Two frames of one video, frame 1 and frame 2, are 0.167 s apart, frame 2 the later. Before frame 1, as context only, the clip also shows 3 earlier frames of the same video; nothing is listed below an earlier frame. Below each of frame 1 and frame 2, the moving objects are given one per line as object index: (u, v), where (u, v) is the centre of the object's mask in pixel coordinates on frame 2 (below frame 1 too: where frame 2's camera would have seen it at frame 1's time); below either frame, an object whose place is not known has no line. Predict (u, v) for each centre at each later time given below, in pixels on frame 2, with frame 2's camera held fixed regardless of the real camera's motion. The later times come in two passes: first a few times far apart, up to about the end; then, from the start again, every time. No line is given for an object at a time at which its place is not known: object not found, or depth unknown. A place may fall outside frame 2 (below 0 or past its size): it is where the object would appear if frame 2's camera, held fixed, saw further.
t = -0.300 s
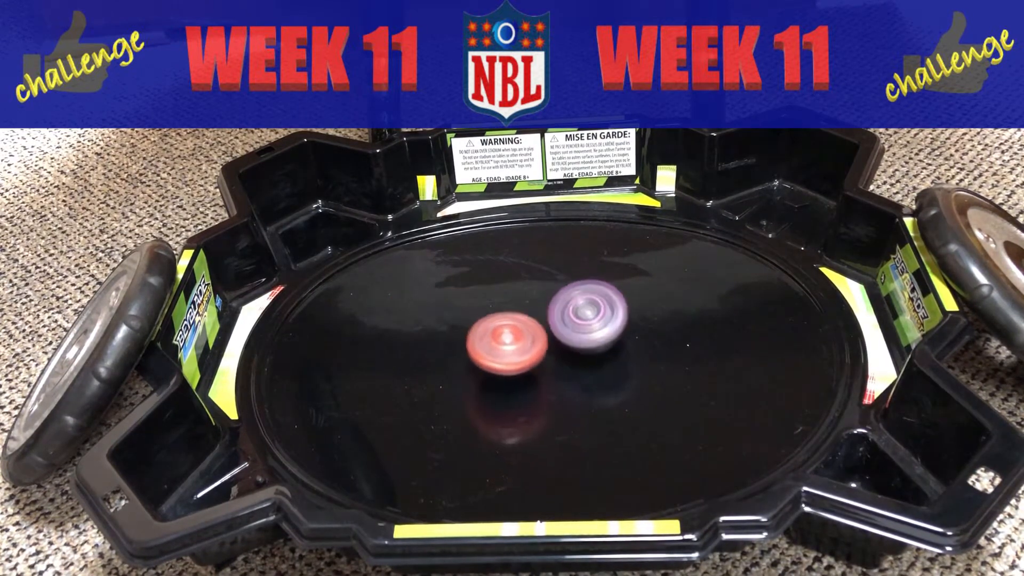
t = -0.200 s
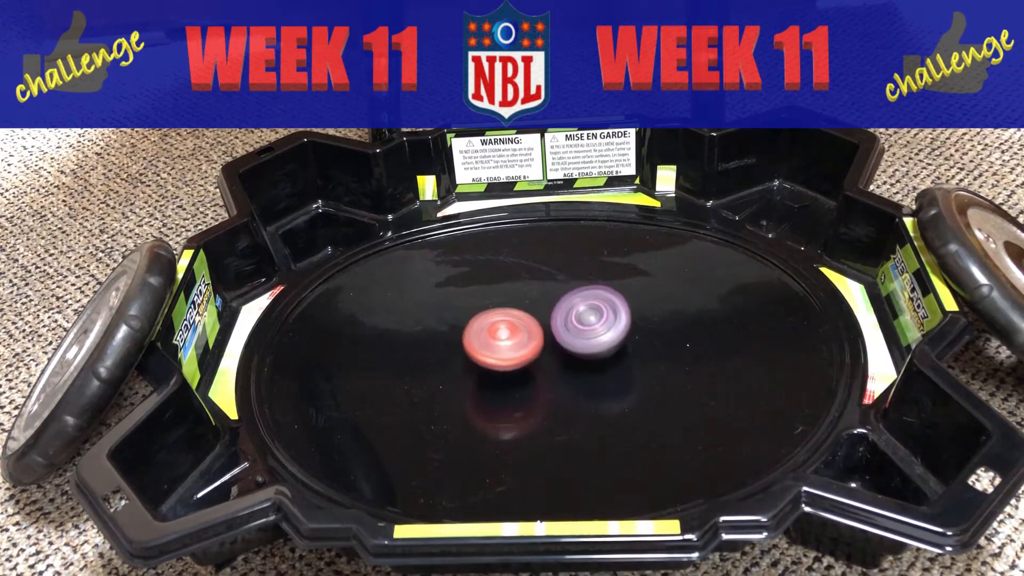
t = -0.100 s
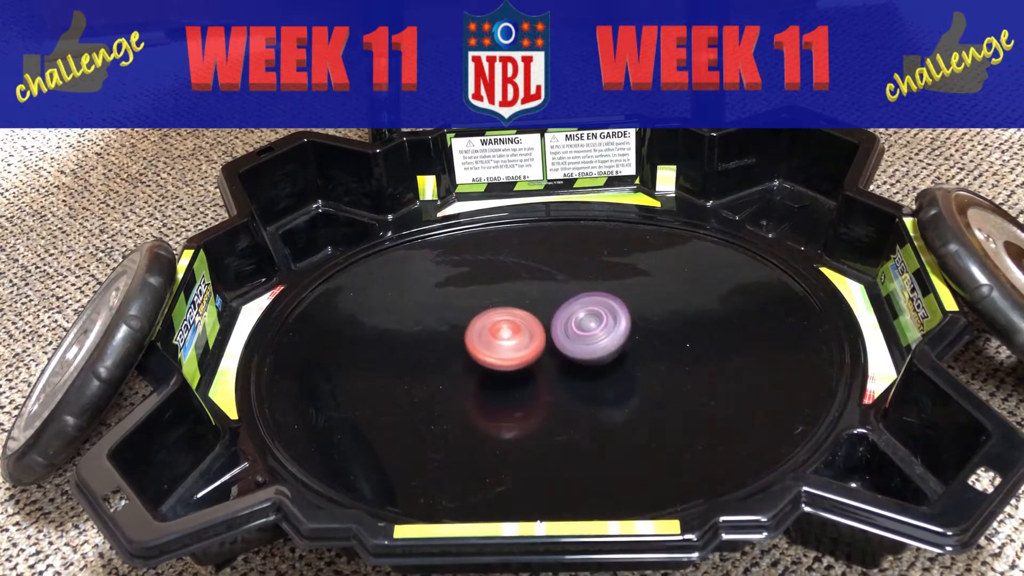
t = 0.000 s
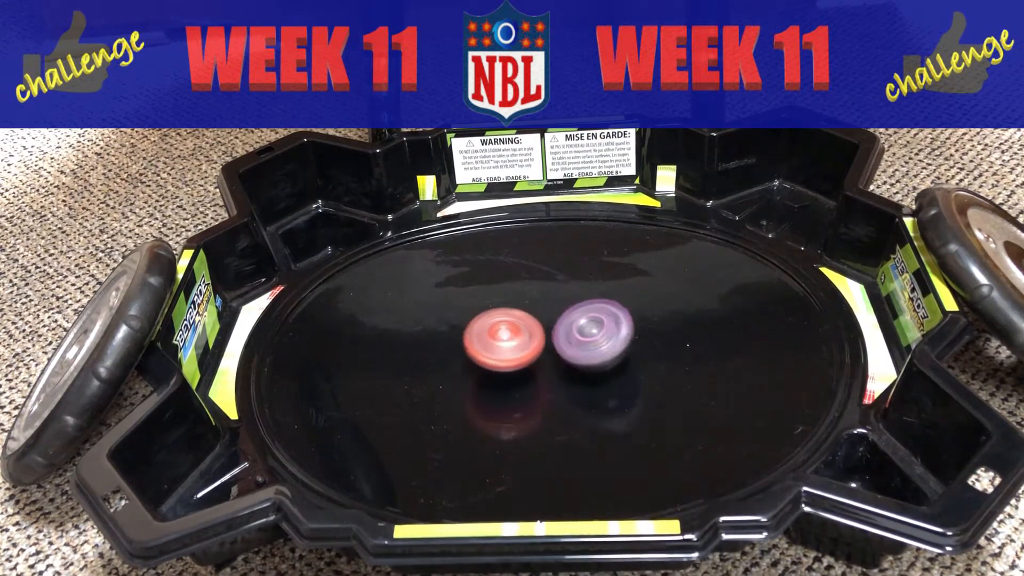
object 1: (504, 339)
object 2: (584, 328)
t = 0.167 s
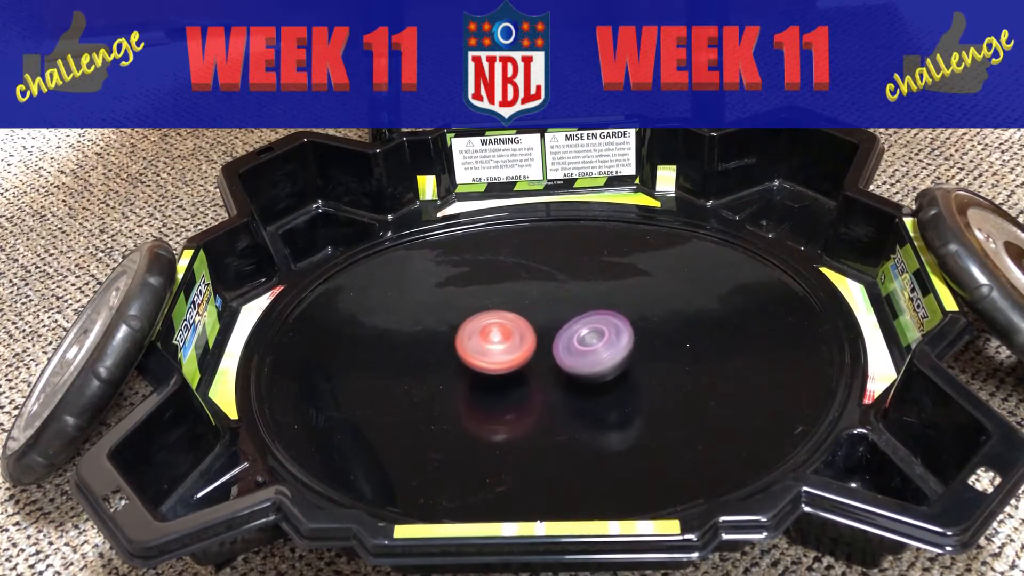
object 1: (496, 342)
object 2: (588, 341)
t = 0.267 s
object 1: (498, 343)
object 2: (582, 345)
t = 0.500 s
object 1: (492, 341)
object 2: (576, 351)
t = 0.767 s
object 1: (475, 335)
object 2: (579, 354)
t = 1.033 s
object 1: (481, 333)
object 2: (564, 346)
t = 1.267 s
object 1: (488, 332)
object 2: (573, 345)
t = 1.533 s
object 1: (477, 329)
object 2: (609, 345)
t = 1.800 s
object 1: (493, 339)
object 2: (623, 344)
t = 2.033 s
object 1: (521, 343)
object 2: (618, 348)
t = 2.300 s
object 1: (525, 325)
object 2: (615, 357)
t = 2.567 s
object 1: (513, 335)
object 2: (598, 351)
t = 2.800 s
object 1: (487, 339)
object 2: (603, 341)
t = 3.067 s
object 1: (483, 350)
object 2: (607, 327)
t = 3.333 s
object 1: (504, 350)
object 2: (611, 320)
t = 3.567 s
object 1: (519, 336)
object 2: (605, 320)
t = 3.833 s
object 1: (514, 330)
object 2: (604, 328)
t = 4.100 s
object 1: (495, 335)
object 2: (596, 331)
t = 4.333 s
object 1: (479, 344)
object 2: (579, 329)
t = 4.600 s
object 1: (487, 344)
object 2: (570, 325)
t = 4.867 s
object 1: (479, 345)
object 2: (584, 326)
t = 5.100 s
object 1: (499, 343)
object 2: (576, 331)
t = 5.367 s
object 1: (443, 336)
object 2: (629, 341)
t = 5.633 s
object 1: (468, 343)
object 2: (602, 333)
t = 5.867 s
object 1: (508, 346)
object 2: (580, 326)
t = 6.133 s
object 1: (510, 347)
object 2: (583, 324)
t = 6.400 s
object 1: (492, 352)
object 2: (588, 331)
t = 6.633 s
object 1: (502, 355)
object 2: (579, 333)
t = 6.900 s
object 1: (489, 349)
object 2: (581, 330)
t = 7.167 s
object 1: (497, 342)
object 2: (583, 327)
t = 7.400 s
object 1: (501, 341)
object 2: (585, 330)
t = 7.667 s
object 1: (489, 346)
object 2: (583, 336)
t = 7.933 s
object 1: (490, 346)
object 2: (600, 338)
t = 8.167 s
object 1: (498, 345)
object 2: (597, 334)
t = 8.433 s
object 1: (510, 342)
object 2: (594, 333)
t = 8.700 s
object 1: (503, 339)
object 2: (600, 332)
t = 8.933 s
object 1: (484, 344)
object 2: (600, 333)
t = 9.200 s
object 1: (496, 343)
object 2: (590, 328)
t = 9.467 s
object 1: (511, 342)
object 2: (585, 325)
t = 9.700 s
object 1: (497, 342)
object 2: (590, 329)
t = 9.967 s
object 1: (502, 347)
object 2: (587, 329)
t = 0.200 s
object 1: (496, 343)
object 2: (586, 342)
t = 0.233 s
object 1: (497, 343)
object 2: (584, 344)
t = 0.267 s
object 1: (498, 343)
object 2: (582, 345)
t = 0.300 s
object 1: (500, 344)
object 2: (580, 346)
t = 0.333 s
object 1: (501, 343)
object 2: (579, 347)
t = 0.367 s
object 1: (497, 342)
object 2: (582, 347)
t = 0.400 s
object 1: (494, 341)
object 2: (582, 349)
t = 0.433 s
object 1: (492, 340)
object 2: (581, 350)
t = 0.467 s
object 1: (492, 340)
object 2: (579, 351)
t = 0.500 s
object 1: (492, 341)
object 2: (576, 351)
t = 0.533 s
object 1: (494, 342)
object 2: (574, 352)
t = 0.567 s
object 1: (495, 342)
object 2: (573, 352)
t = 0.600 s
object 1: (488, 339)
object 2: (579, 354)
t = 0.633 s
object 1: (481, 337)
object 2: (584, 355)
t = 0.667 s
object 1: (477, 336)
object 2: (586, 356)
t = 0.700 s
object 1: (475, 336)
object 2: (585, 356)
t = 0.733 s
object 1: (475, 335)
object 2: (582, 355)
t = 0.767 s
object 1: (475, 335)
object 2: (579, 354)
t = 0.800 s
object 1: (475, 336)
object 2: (576, 353)
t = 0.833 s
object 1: (476, 336)
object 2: (572, 352)
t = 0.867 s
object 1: (478, 336)
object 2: (570, 351)
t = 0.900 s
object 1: (480, 336)
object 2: (567, 349)
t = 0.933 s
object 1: (481, 336)
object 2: (565, 349)
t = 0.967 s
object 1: (484, 336)
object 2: (562, 347)
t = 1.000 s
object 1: (486, 336)
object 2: (560, 346)
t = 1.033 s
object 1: (481, 333)
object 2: (564, 346)
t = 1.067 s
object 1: (478, 331)
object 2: (568, 347)
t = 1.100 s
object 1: (477, 330)
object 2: (570, 348)
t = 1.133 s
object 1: (478, 330)
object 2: (569, 346)
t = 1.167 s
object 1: (479, 330)
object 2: (569, 346)
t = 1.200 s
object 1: (481, 330)
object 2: (572, 347)
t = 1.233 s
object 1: (484, 331)
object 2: (573, 345)
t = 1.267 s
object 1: (488, 332)
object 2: (573, 345)
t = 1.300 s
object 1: (491, 333)
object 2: (571, 343)
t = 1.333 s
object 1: (495, 334)
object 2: (571, 342)
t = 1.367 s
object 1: (499, 336)
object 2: (572, 342)
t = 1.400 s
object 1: (499, 336)
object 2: (579, 342)
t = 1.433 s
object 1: (491, 333)
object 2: (594, 345)
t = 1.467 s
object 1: (484, 331)
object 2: (600, 344)
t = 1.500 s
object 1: (480, 329)
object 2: (606, 346)
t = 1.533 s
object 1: (477, 329)
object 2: (609, 345)
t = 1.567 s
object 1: (477, 329)
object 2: (612, 344)
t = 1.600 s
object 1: (477, 329)
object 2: (614, 344)
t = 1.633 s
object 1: (478, 331)
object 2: (616, 344)
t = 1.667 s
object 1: (480, 332)
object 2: (618, 344)
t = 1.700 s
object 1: (483, 334)
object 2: (620, 344)
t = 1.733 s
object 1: (486, 336)
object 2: (621, 343)
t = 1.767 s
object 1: (489, 337)
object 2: (623, 343)
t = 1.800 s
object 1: (493, 339)
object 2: (623, 344)
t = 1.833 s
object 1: (497, 340)
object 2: (624, 345)
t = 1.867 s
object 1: (501, 342)
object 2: (624, 344)
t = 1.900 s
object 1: (505, 343)
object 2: (624, 345)
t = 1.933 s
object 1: (509, 344)
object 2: (625, 349)
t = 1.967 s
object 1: (514, 344)
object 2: (623, 347)
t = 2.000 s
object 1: (518, 343)
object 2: (620, 347)
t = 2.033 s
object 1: (521, 343)
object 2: (618, 348)
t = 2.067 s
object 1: (525, 341)
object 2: (615, 349)
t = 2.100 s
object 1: (529, 340)
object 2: (618, 352)
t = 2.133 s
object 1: (533, 339)
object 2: (616, 353)
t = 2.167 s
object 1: (537, 338)
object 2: (613, 353)
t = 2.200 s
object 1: (539, 336)
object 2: (613, 353)
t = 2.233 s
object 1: (533, 331)
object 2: (616, 355)
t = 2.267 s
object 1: (528, 328)
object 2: (617, 356)
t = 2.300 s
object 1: (525, 325)
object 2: (615, 357)
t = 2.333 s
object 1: (522, 325)
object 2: (613, 357)
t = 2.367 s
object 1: (520, 325)
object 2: (612, 357)
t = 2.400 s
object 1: (518, 326)
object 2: (610, 357)
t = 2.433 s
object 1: (517, 327)
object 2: (607, 356)
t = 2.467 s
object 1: (516, 329)
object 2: (605, 355)
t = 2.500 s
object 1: (514, 331)
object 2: (598, 352)
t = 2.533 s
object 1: (513, 333)
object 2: (595, 351)
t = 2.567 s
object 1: (513, 335)
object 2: (598, 351)
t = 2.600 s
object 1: (512, 337)
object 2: (591, 348)
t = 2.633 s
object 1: (511, 338)
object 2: (589, 346)
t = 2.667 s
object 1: (511, 339)
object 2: (586, 344)
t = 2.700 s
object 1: (510, 340)
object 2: (584, 341)
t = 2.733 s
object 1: (505, 340)
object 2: (586, 339)
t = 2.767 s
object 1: (495, 339)
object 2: (599, 342)
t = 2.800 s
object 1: (487, 339)
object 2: (603, 341)
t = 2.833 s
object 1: (482, 340)
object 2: (603, 340)
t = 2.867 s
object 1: (478, 342)
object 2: (603, 338)
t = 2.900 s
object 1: (477, 344)
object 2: (604, 336)
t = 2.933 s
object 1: (477, 346)
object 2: (604, 334)
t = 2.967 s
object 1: (477, 347)
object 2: (605, 332)
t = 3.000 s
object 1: (479, 349)
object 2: (605, 330)
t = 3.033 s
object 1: (481, 350)
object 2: (606, 328)
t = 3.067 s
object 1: (483, 350)
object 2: (607, 327)
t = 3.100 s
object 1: (485, 350)
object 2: (607, 325)
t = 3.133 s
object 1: (488, 351)
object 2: (608, 324)
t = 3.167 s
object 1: (491, 351)
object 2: (608, 323)
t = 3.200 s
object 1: (494, 351)
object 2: (609, 322)
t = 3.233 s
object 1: (497, 352)
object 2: (610, 321)
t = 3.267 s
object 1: (500, 352)
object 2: (610, 321)
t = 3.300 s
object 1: (502, 351)
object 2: (611, 320)
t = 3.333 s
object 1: (504, 350)
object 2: (611, 320)
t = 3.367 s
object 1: (506, 349)
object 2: (611, 320)
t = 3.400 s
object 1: (508, 347)
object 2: (611, 320)
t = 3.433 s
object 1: (510, 344)
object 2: (611, 320)
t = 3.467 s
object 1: (512, 342)
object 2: (611, 321)
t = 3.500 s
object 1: (515, 340)
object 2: (611, 321)
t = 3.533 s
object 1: (517, 338)
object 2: (610, 322)
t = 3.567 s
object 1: (519, 336)
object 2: (605, 320)
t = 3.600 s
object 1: (521, 335)
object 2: (605, 320)
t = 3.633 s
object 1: (523, 334)
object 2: (604, 320)
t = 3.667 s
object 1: (525, 332)
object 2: (602, 321)
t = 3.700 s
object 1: (526, 331)
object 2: (604, 323)
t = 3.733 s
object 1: (522, 330)
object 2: (607, 325)
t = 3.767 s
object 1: (518, 330)
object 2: (608, 326)
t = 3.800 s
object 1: (515, 330)
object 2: (606, 327)
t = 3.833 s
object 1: (514, 330)
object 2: (604, 328)
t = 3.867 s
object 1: (513, 332)
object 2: (602, 328)
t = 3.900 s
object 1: (513, 333)
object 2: (600, 329)
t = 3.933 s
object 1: (513, 335)
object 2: (598, 329)
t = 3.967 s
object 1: (514, 336)
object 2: (592, 328)
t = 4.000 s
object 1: (515, 337)
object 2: (589, 328)
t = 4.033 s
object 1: (509, 336)
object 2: (595, 330)
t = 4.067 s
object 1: (501, 336)
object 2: (595, 330)
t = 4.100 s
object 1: (495, 335)
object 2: (596, 331)
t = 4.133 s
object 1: (490, 336)
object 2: (600, 332)
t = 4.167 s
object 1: (486, 337)
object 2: (597, 332)
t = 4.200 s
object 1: (483, 338)
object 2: (594, 332)
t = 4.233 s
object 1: (481, 339)
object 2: (590, 332)
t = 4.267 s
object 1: (479, 341)
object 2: (587, 331)
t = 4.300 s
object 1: (479, 343)
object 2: (584, 330)
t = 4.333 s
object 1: (479, 344)
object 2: (579, 329)
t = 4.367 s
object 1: (479, 345)
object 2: (576, 329)
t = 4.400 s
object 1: (480, 346)
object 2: (573, 328)
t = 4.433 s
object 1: (483, 347)
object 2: (571, 329)
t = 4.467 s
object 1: (485, 347)
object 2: (572, 328)
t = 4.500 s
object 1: (487, 347)
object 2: (570, 328)
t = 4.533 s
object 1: (490, 346)
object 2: (569, 327)
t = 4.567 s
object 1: (493, 345)
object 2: (568, 326)
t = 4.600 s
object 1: (487, 344)
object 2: (570, 325)
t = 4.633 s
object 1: (480, 344)
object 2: (580, 324)
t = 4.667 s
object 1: (476, 343)
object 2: (588, 325)
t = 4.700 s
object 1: (474, 343)
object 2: (590, 325)
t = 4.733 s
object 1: (474, 343)
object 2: (589, 326)
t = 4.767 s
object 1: (474, 344)
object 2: (587, 326)
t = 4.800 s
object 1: (475, 344)
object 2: (587, 327)
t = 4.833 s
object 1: (477, 344)
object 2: (584, 325)
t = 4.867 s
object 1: (479, 345)
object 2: (584, 326)
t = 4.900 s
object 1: (482, 345)
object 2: (583, 327)
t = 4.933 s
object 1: (484, 345)
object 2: (580, 327)
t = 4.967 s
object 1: (487, 345)
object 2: (582, 328)
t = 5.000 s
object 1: (490, 345)
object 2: (579, 326)
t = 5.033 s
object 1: (492, 344)
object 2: (579, 328)
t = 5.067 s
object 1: (496, 344)
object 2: (577, 330)
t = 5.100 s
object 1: (499, 343)
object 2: (576, 331)
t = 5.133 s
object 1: (495, 341)
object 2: (580, 333)
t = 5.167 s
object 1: (482, 339)
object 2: (601, 335)
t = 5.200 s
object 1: (468, 337)
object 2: (614, 337)
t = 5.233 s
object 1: (457, 336)
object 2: (624, 339)
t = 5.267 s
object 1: (449, 336)
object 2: (630, 339)
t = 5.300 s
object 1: (445, 336)
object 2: (632, 340)
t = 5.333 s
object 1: (444, 336)
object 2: (632, 341)
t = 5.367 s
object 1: (443, 336)
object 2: (629, 341)
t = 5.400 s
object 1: (444, 337)
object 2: (627, 341)
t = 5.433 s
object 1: (446, 338)
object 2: (624, 339)
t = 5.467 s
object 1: (448, 339)
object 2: (620, 339)
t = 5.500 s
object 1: (452, 340)
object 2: (617, 338)
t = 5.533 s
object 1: (455, 341)
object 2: (614, 337)
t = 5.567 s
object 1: (459, 342)
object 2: (612, 336)
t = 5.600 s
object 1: (463, 343)
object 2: (608, 335)
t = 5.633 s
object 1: (468, 343)
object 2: (602, 333)
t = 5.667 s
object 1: (474, 343)
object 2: (600, 333)
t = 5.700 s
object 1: (479, 344)
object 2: (598, 332)
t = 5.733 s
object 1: (485, 344)
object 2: (595, 331)
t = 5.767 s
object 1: (491, 345)
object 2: (588, 328)
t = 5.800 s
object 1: (497, 346)
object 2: (587, 328)
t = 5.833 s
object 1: (503, 346)
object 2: (582, 326)
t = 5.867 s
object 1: (508, 346)
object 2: (580, 326)
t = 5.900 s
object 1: (505, 346)
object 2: (587, 326)
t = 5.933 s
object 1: (503, 345)
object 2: (589, 325)
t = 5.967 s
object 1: (502, 345)
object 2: (589, 325)
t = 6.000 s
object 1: (503, 346)
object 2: (586, 324)
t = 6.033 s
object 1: (504, 346)
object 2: (585, 324)
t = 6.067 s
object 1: (506, 346)
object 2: (586, 325)
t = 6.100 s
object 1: (508, 347)
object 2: (585, 325)
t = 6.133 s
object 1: (510, 347)
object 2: (583, 324)
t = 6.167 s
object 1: (510, 346)
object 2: (584, 325)
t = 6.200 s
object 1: (503, 347)
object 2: (588, 326)
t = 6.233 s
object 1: (498, 347)
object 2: (589, 326)
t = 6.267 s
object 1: (495, 347)
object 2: (589, 327)
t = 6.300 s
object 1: (493, 348)
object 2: (587, 328)
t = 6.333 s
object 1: (492, 349)
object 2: (589, 330)
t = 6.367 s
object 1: (492, 351)
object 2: (589, 330)
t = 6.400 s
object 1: (492, 352)
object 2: (588, 331)
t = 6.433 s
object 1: (493, 354)
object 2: (587, 333)
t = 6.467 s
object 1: (494, 355)
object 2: (587, 333)
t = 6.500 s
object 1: (496, 355)
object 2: (585, 333)
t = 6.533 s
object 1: (497, 356)
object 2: (586, 334)
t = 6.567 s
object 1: (499, 356)
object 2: (584, 334)
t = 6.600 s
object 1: (501, 355)
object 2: (578, 334)
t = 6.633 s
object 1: (502, 355)
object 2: (579, 333)
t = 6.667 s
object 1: (503, 354)
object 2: (579, 334)
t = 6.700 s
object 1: (498, 354)
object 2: (584, 334)
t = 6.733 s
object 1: (491, 353)
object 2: (588, 333)
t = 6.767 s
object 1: (488, 352)
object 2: (590, 333)
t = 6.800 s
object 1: (487, 351)
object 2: (589, 333)
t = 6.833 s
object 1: (487, 351)
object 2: (584, 332)
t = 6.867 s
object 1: (487, 350)
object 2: (584, 332)
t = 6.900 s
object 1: (489, 349)
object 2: (581, 330)
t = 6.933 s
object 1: (491, 348)
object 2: (580, 330)
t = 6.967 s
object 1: (493, 347)
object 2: (579, 329)
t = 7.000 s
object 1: (495, 346)
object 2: (577, 329)
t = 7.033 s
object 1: (497, 345)
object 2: (577, 328)
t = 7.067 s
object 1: (500, 344)
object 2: (576, 328)
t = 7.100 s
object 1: (502, 343)
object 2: (578, 328)
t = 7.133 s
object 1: (499, 342)
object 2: (578, 327)
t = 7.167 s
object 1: (497, 342)
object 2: (583, 327)
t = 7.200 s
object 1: (497, 342)
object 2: (583, 327)
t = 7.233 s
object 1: (498, 342)
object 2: (581, 328)
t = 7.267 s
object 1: (499, 342)
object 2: (581, 329)
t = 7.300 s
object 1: (501, 342)
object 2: (581, 328)
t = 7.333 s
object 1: (503, 342)
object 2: (580, 328)
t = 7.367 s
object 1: (505, 342)
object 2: (578, 329)
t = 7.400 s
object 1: (501, 341)
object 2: (585, 330)
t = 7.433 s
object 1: (495, 340)
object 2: (589, 331)
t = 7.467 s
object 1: (491, 340)
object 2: (587, 333)
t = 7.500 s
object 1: (488, 340)
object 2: (588, 334)
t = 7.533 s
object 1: (487, 341)
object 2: (587, 334)
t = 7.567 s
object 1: (486, 342)
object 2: (585, 335)
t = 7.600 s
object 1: (487, 343)
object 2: (585, 336)
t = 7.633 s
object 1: (487, 345)
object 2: (584, 335)
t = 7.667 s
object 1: (489, 346)
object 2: (583, 336)
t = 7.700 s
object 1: (491, 346)
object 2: (583, 336)
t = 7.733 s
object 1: (493, 347)
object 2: (581, 335)
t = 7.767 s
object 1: (495, 347)
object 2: (580, 335)
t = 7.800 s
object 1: (498, 348)
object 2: (581, 335)
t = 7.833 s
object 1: (501, 348)
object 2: (578, 335)
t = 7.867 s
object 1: (498, 348)
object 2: (585, 335)
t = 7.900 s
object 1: (493, 346)
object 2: (594, 336)
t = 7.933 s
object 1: (490, 346)
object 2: (600, 338)
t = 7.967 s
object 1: (489, 345)
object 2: (601, 339)
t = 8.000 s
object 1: (489, 345)
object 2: (601, 339)
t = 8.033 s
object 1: (490, 345)
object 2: (599, 338)
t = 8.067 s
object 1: (491, 345)
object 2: (599, 337)
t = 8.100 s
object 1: (493, 345)
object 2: (599, 337)
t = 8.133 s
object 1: (495, 345)
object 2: (598, 335)
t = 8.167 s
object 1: (498, 345)
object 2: (597, 334)
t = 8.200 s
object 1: (500, 345)
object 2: (598, 334)
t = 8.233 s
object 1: (502, 345)
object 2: (597, 334)
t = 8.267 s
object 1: (504, 345)
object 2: (597, 334)
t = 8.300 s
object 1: (506, 344)
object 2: (597, 333)
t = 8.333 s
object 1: (507, 344)
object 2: (596, 333)
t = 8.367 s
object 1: (509, 343)
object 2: (596, 333)
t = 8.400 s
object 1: (510, 343)
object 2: (595, 332)
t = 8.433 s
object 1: (510, 342)
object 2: (594, 333)
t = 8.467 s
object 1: (511, 342)
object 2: (594, 332)
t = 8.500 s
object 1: (512, 342)
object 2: (593, 332)
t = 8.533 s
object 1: (512, 341)
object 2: (593, 332)
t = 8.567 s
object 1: (513, 341)
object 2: (592, 331)
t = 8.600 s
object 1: (513, 341)
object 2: (592, 331)
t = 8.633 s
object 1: (514, 340)
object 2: (588, 329)
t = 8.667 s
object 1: (514, 340)
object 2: (592, 331)
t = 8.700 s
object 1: (503, 339)
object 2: (600, 332)
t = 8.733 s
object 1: (495, 337)
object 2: (606, 333)
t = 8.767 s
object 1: (490, 337)
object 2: (605, 334)
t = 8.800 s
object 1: (486, 338)
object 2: (605, 334)
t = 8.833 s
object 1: (485, 339)
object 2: (603, 334)
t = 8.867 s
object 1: (485, 341)
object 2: (602, 334)
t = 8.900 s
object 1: (484, 342)
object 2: (600, 334)
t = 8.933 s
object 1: (484, 344)
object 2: (600, 333)
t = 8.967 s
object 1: (485, 345)
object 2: (599, 334)
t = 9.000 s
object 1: (486, 345)
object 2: (598, 333)
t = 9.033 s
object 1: (487, 345)
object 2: (598, 332)
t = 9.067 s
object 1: (489, 345)
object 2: (597, 331)
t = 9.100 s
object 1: (490, 345)
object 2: (597, 331)
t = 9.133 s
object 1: (492, 344)
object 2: (595, 331)
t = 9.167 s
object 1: (494, 343)
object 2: (591, 330)
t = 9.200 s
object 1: (496, 343)
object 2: (590, 328)
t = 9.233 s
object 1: (498, 343)
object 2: (593, 329)
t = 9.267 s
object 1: (499, 343)
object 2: (589, 328)
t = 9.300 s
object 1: (502, 343)
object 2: (592, 328)
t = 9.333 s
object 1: (504, 343)
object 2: (588, 327)
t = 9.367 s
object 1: (506, 343)
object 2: (587, 326)
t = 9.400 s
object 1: (508, 343)
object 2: (589, 327)
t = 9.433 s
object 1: (510, 342)
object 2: (586, 326)
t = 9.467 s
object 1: (511, 342)
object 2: (585, 325)
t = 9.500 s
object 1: (513, 342)
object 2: (584, 325)
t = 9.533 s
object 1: (509, 341)
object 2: (591, 327)
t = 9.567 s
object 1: (502, 340)
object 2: (593, 326)
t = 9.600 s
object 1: (499, 340)
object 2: (594, 328)
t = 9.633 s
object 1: (497, 340)
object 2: (591, 329)
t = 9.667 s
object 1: (496, 341)
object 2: (589, 331)
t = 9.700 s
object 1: (497, 342)
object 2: (590, 329)
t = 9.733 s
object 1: (497, 343)
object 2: (590, 331)
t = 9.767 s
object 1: (498, 345)
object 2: (589, 330)
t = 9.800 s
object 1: (499, 346)
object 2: (587, 330)
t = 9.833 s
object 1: (500, 347)
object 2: (587, 330)
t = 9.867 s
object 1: (501, 347)
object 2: (590, 330)
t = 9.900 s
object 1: (501, 347)
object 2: (588, 330)
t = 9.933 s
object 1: (502, 347)
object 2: (588, 329)
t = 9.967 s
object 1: (502, 347)
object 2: (587, 329)
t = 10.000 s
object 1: (502, 347)
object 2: (585, 328)
